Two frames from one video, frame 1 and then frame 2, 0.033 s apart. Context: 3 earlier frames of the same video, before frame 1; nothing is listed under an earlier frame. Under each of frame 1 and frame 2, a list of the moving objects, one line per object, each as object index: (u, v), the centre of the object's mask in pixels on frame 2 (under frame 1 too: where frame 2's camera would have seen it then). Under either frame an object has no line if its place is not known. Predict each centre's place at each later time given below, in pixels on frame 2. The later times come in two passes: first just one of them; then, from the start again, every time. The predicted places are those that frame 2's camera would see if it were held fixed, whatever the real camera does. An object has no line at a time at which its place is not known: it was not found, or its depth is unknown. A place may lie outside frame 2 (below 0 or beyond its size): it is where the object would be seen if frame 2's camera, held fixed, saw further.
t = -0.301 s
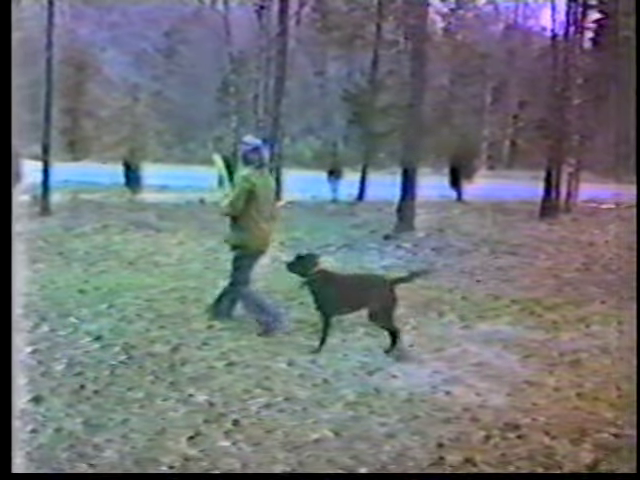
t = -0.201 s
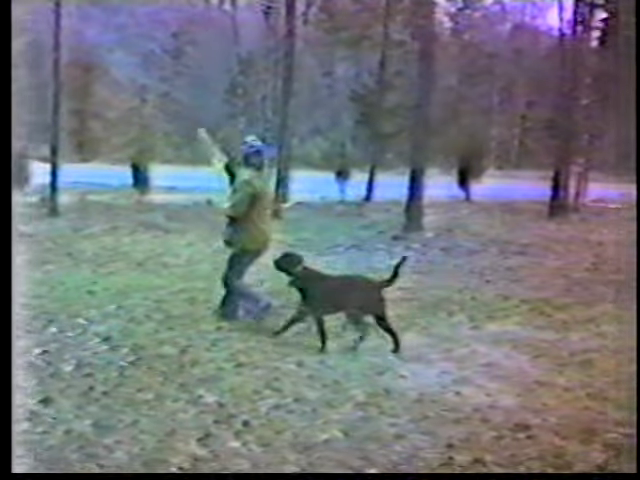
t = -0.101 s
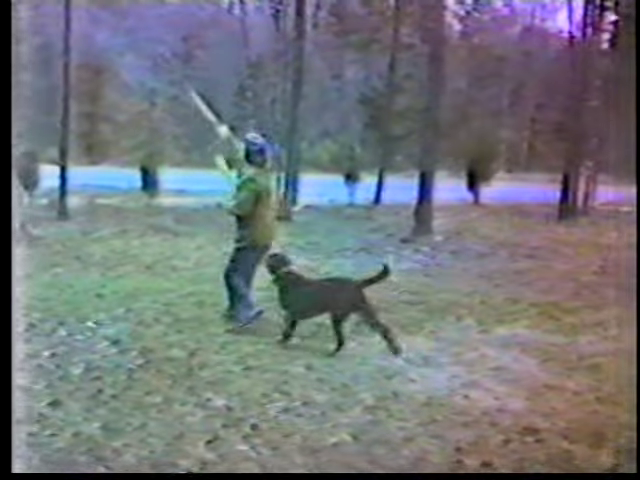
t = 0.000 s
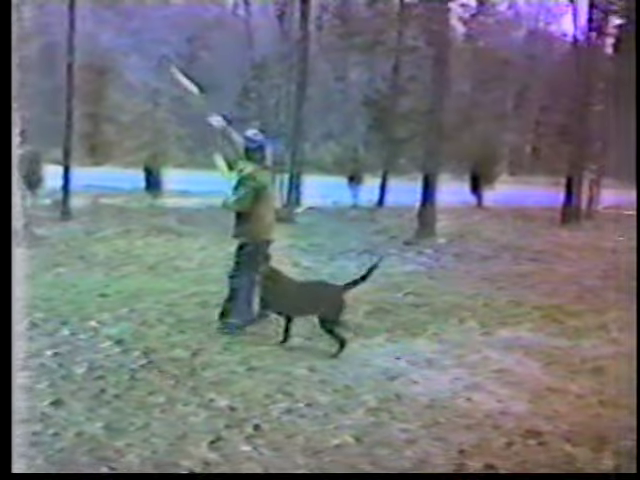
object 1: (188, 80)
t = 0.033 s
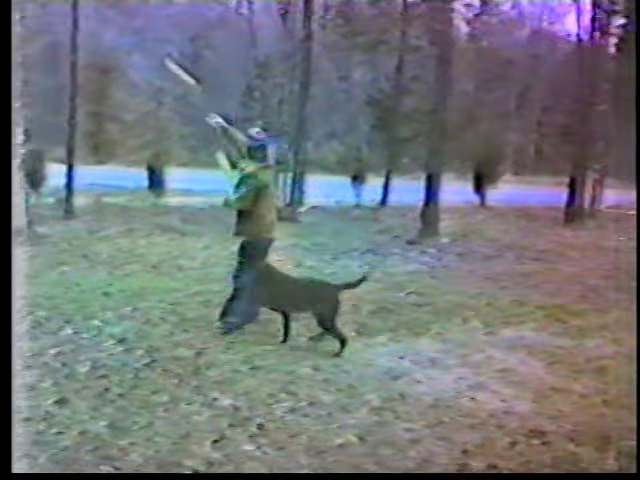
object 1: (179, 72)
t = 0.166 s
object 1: (151, 54)
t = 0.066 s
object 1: (172, 66)
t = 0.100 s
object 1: (164, 62)
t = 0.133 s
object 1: (157, 58)
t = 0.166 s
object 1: (151, 54)
